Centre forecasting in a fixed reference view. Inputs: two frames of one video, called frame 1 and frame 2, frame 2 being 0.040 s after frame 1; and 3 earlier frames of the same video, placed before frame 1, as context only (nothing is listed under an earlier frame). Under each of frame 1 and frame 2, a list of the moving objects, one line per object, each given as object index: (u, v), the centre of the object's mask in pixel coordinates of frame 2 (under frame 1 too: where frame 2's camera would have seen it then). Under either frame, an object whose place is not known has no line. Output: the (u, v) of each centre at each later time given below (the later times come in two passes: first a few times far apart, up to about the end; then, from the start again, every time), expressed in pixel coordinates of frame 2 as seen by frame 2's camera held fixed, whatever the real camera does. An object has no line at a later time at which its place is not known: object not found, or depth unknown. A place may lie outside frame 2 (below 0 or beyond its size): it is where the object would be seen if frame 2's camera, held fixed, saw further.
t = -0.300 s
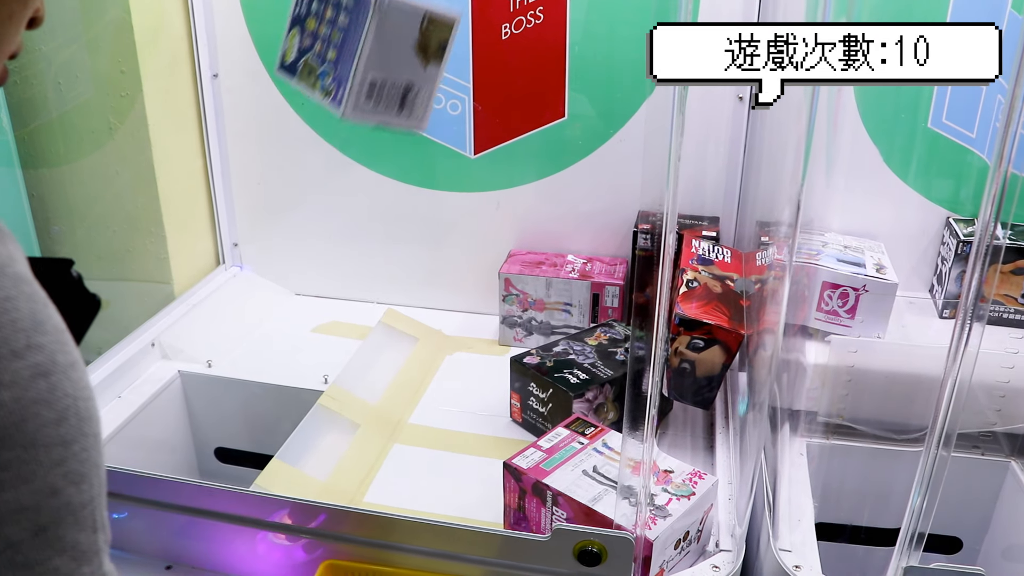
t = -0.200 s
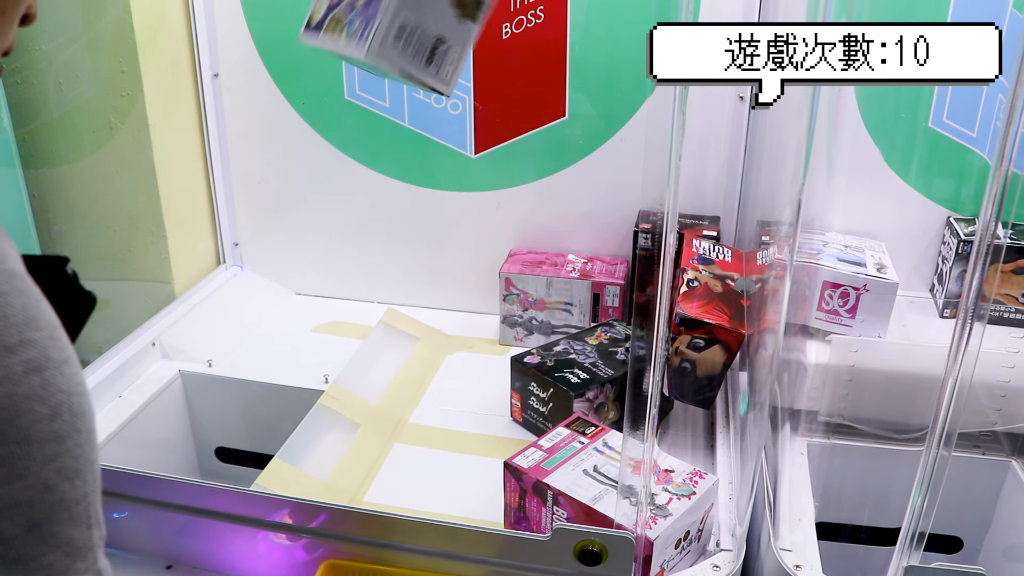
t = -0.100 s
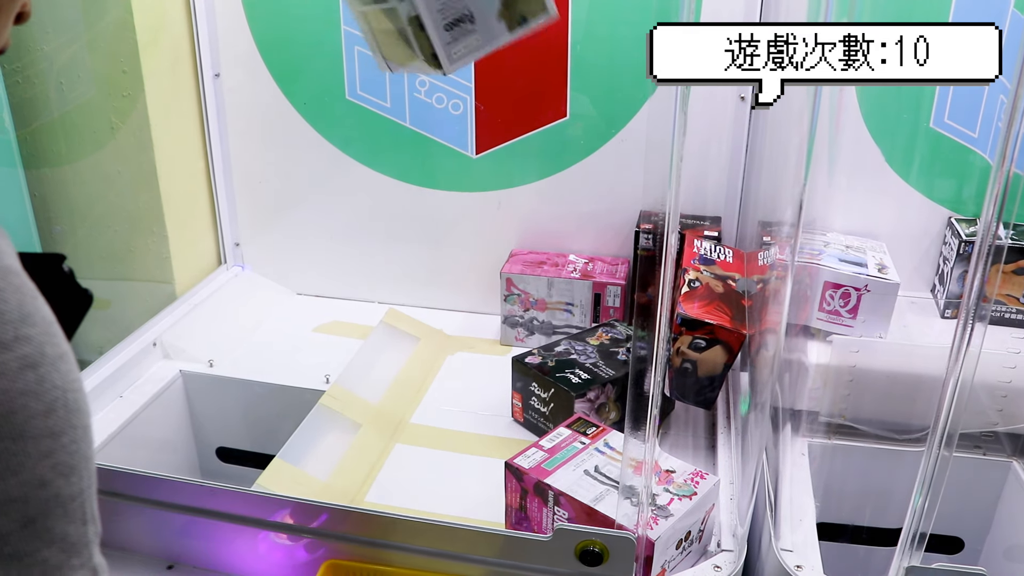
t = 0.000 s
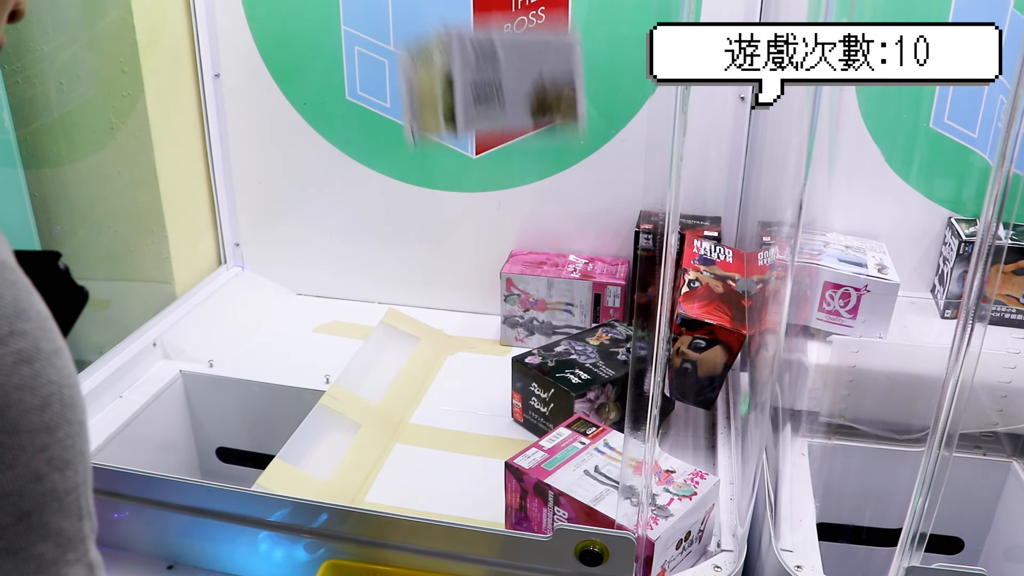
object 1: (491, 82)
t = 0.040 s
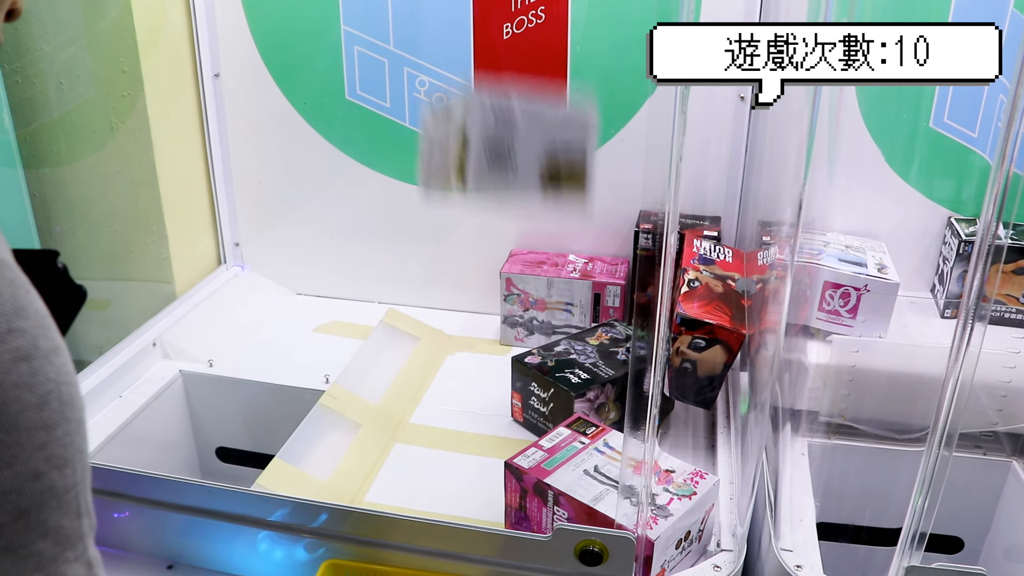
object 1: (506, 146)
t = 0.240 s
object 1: (512, 370)
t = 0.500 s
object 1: (404, 465)
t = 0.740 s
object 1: (424, 461)
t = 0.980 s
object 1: (424, 426)
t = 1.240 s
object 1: (424, 426)
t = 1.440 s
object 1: (423, 426)
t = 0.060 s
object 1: (512, 184)
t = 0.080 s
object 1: (523, 226)
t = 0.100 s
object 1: (534, 268)
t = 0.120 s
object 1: (542, 320)
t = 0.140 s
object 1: (547, 368)
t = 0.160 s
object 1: (542, 393)
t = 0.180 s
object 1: (535, 387)
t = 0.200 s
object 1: (527, 378)
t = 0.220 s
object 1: (520, 372)
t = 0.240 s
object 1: (512, 370)
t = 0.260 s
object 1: (498, 372)
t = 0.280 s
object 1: (489, 378)
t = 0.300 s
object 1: (481, 388)
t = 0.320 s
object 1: (473, 402)
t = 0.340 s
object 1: (464, 419)
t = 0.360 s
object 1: (456, 436)
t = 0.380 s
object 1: (445, 450)
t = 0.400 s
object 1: (437, 460)
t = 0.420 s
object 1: (434, 463)
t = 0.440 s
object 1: (425, 463)
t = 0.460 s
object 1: (415, 461)
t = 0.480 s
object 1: (408, 462)
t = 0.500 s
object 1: (404, 465)
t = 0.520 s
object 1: (407, 463)
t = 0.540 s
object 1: (413, 462)
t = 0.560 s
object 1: (415, 462)
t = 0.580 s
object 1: (416, 461)
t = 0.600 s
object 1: (418, 460)
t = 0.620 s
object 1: (419, 461)
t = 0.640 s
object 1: (419, 461)
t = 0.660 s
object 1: (420, 461)
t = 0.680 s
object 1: (421, 461)
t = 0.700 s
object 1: (422, 461)
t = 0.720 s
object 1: (423, 461)
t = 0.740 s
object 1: (424, 461)
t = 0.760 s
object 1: (424, 461)
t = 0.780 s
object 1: (424, 461)
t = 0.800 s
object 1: (424, 461)
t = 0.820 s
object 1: (423, 425)
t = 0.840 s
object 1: (423, 426)
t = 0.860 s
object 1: (423, 426)
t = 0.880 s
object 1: (423, 426)
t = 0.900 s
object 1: (423, 426)
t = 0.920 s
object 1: (423, 426)
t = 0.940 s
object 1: (423, 426)
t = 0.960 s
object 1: (423, 426)
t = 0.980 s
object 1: (424, 426)
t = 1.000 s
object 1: (423, 426)
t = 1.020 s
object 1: (424, 427)
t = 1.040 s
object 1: (423, 426)
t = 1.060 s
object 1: (424, 427)
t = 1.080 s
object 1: (424, 427)
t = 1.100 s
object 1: (424, 426)
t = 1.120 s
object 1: (425, 427)
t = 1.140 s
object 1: (424, 426)
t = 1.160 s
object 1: (424, 426)
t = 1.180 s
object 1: (424, 426)
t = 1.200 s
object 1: (424, 426)
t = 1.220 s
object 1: (424, 427)
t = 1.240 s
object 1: (424, 426)
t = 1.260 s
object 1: (424, 427)
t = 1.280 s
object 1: (424, 426)
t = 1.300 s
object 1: (424, 427)
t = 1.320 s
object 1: (423, 426)
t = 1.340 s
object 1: (424, 427)
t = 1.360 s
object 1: (423, 426)
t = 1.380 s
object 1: (424, 427)
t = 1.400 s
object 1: (424, 427)
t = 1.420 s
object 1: (424, 427)
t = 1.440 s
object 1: (423, 426)
